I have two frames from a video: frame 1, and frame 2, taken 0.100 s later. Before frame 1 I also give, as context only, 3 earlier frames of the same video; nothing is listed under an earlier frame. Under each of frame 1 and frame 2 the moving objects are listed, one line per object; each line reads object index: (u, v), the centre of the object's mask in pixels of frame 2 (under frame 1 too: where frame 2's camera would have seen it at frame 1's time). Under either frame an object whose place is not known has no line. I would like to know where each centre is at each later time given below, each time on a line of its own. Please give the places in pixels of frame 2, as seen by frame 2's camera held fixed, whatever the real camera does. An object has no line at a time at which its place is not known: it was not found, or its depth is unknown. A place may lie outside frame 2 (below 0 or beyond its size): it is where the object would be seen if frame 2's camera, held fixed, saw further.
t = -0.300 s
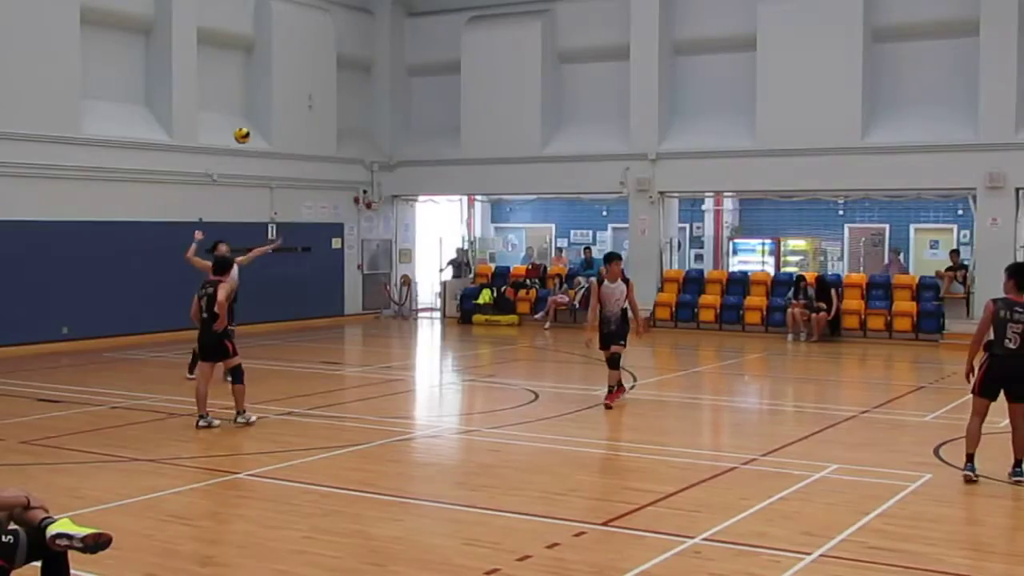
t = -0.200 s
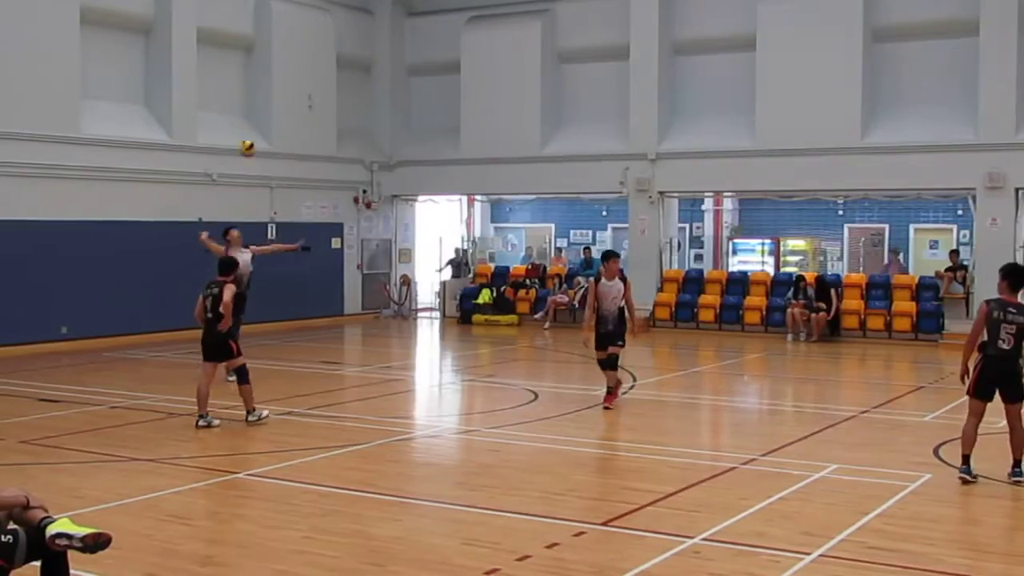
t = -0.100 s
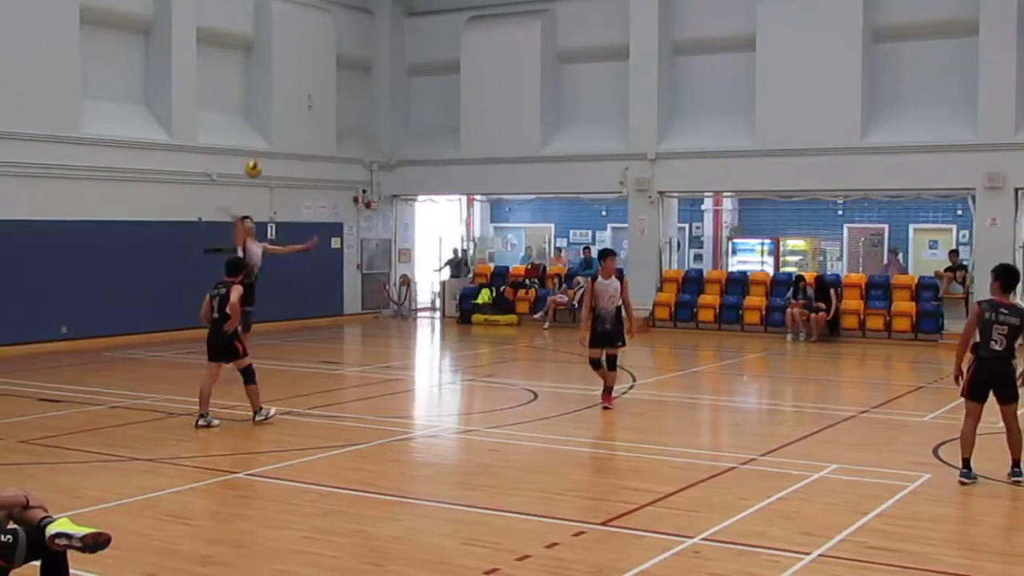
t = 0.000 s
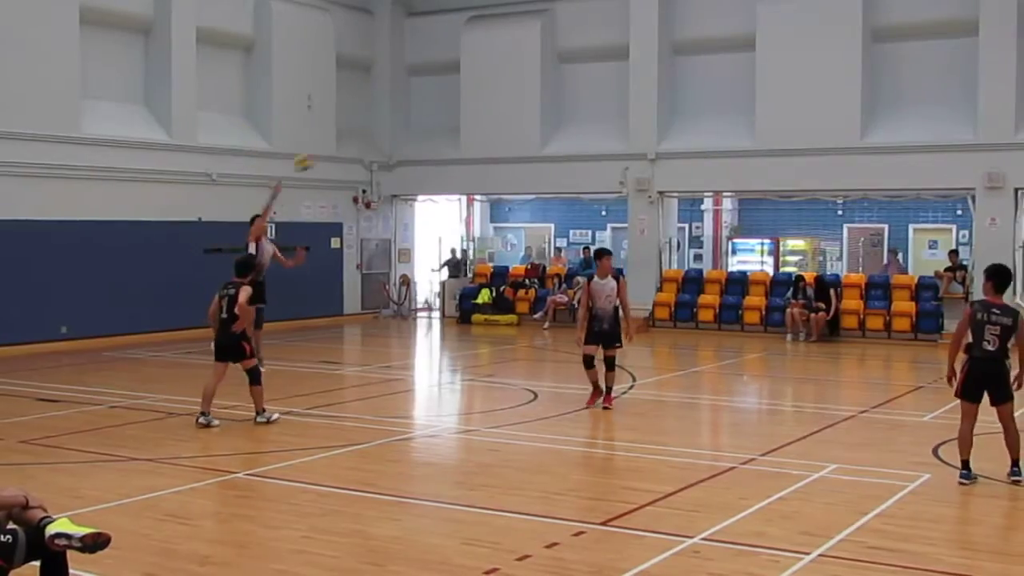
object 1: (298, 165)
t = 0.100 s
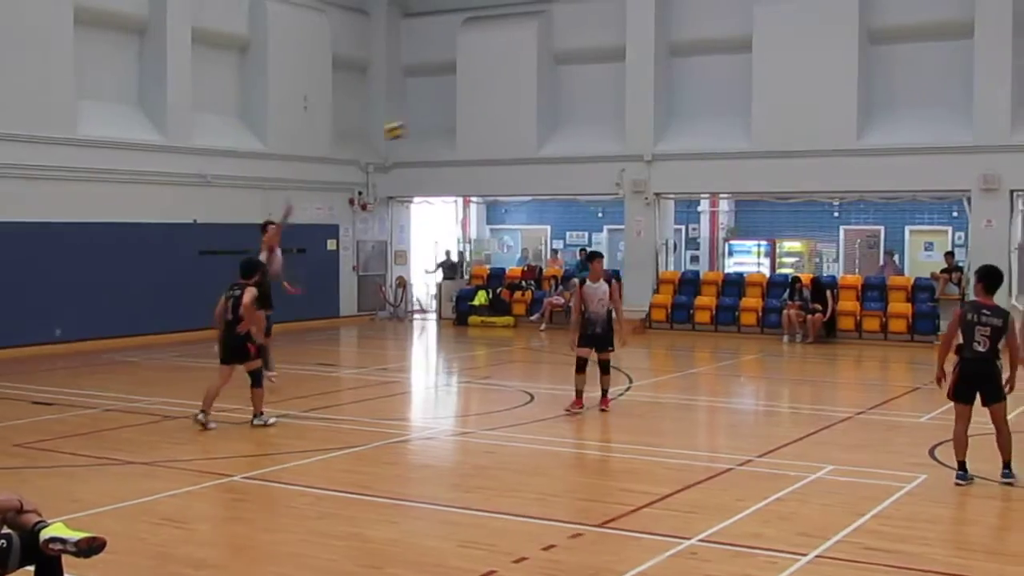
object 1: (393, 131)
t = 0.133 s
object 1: (424, 121)
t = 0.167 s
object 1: (459, 112)
